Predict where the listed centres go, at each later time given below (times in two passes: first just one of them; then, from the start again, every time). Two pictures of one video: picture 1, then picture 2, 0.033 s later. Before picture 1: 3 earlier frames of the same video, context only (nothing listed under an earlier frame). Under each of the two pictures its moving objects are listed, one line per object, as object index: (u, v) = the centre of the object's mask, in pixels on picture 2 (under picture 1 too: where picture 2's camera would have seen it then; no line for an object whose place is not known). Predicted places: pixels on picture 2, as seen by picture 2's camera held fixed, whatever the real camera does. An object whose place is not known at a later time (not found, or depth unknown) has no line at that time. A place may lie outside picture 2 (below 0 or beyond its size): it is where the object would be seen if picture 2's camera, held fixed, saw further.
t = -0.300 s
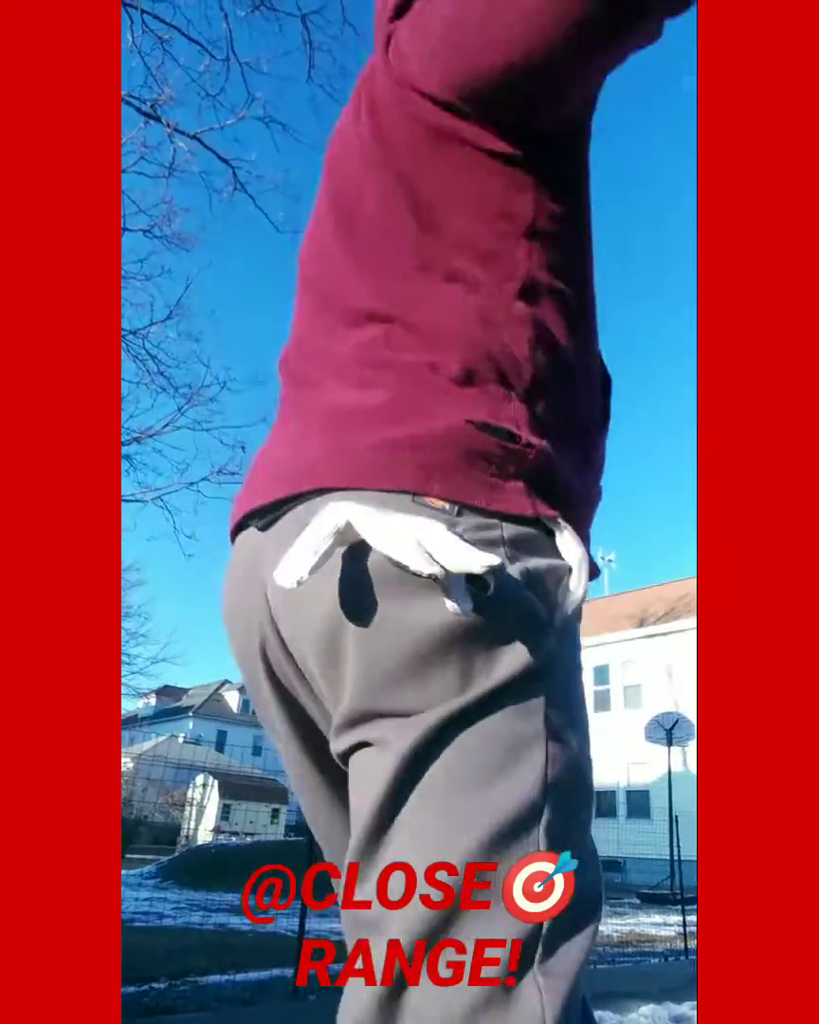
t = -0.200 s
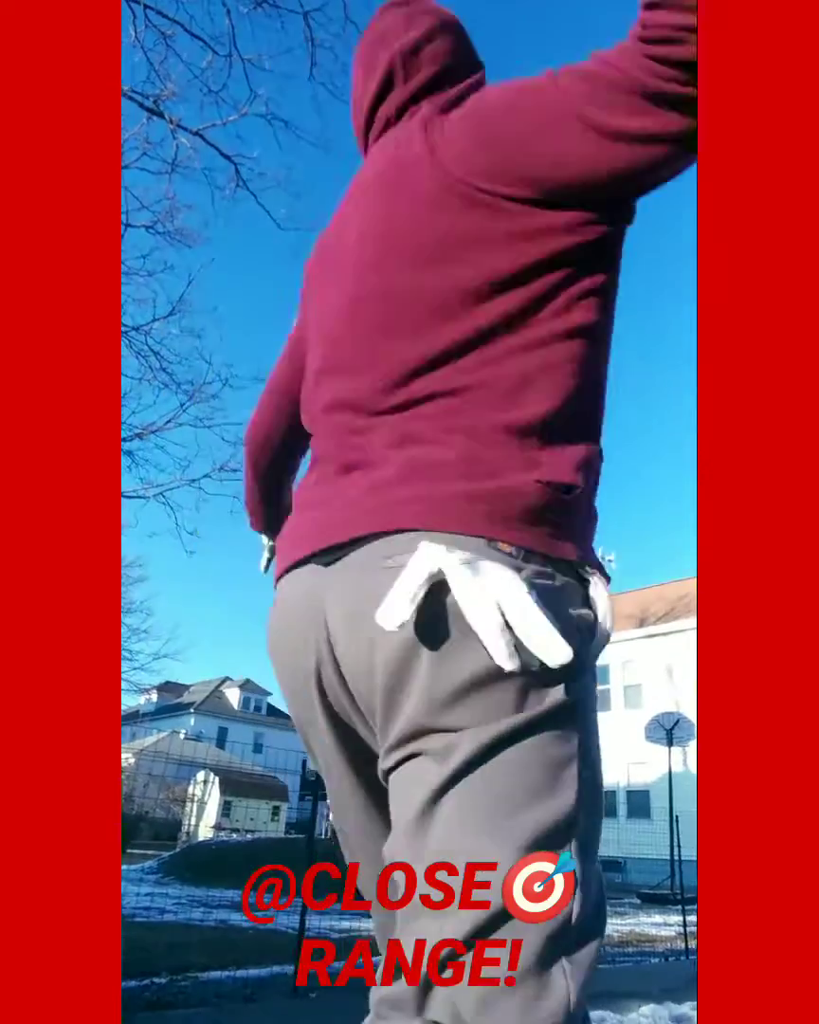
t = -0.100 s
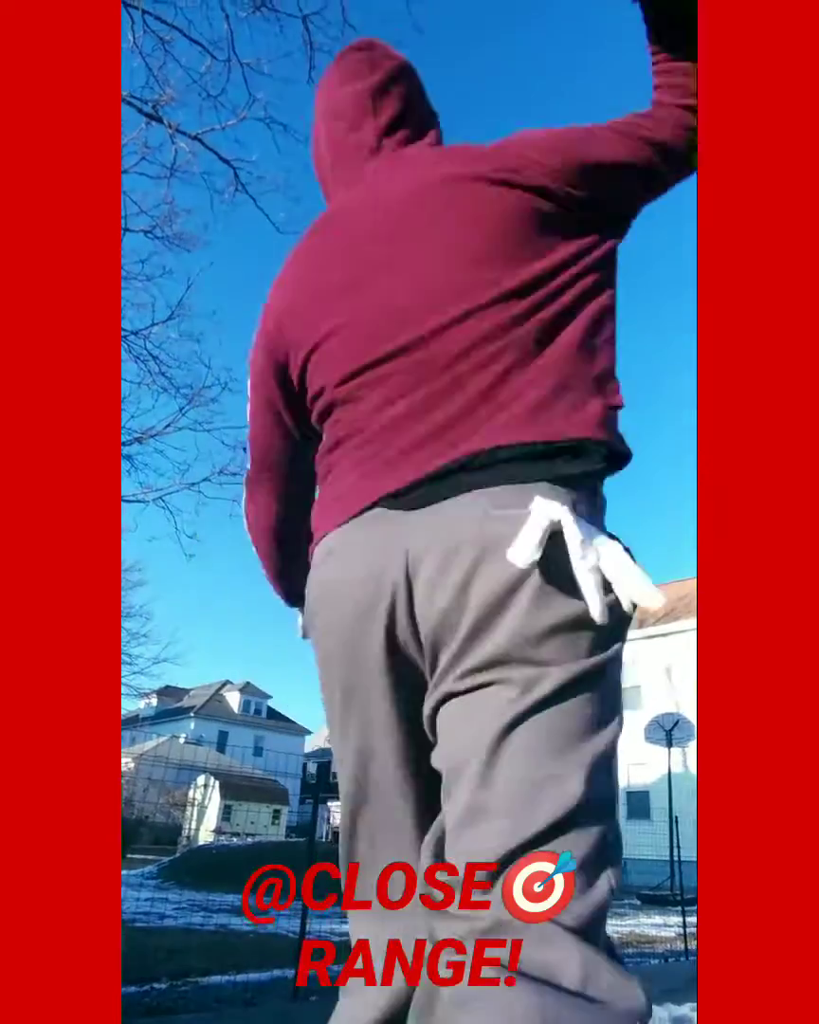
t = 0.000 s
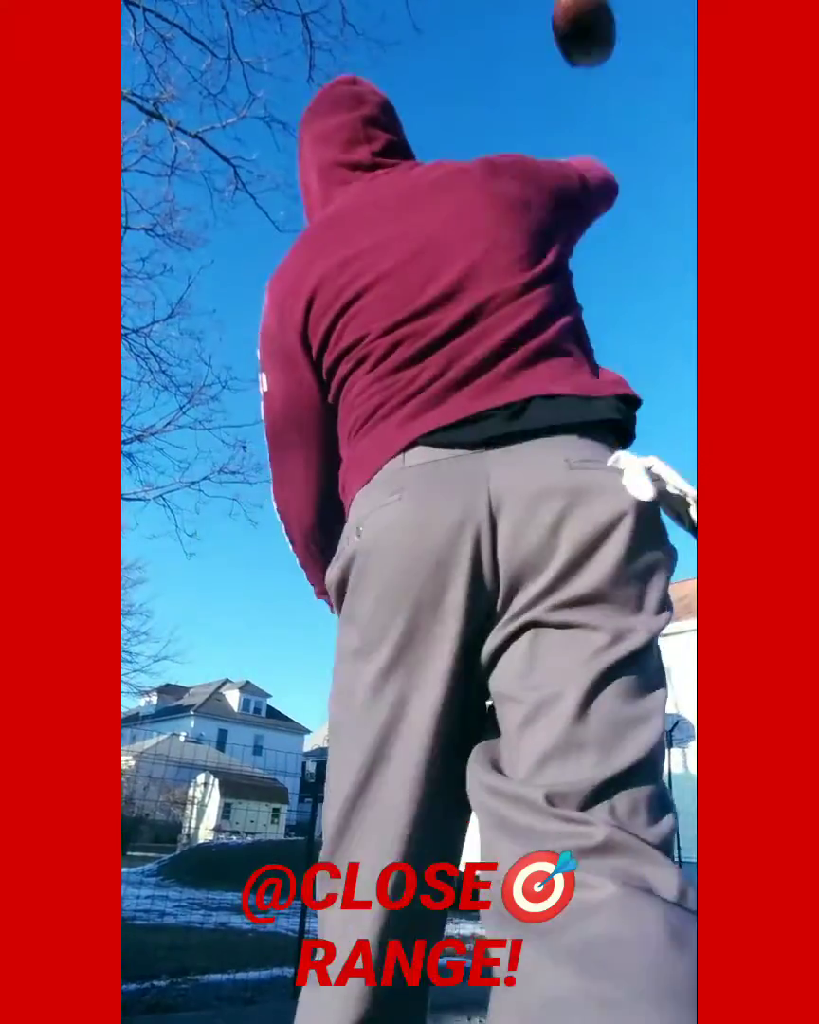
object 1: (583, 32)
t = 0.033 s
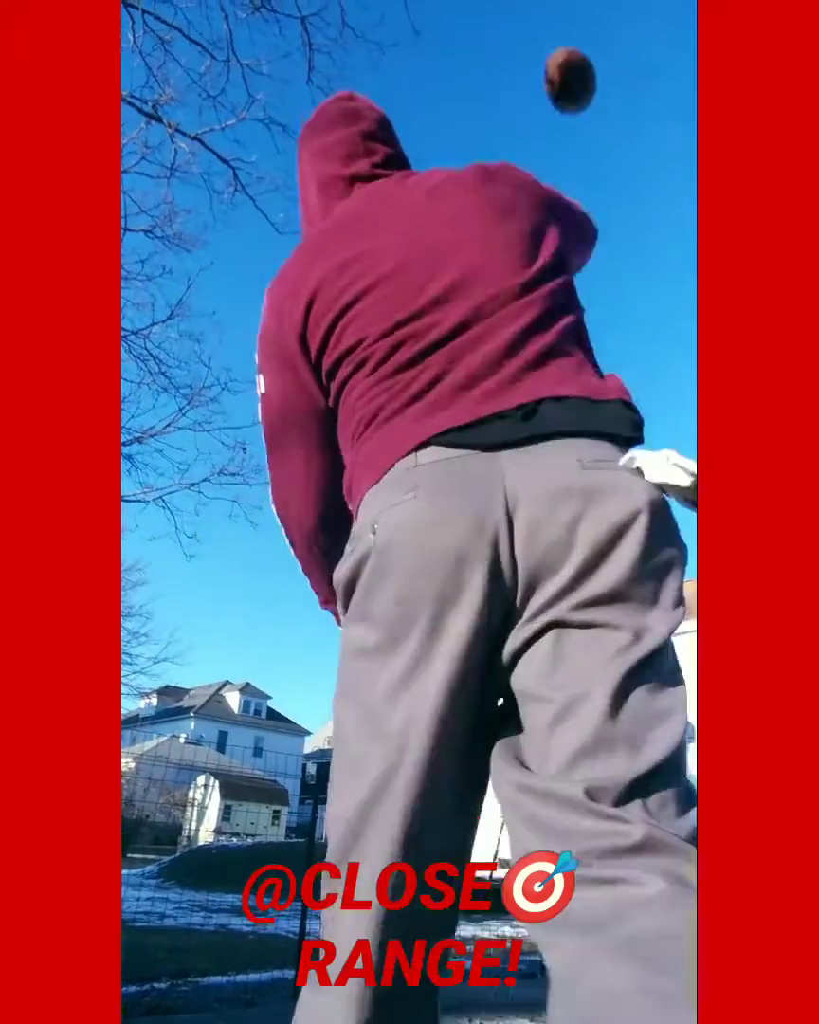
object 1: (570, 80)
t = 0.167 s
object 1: (547, 190)
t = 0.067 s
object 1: (561, 116)
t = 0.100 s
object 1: (555, 144)
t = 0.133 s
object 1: (550, 169)
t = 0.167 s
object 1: (547, 190)
